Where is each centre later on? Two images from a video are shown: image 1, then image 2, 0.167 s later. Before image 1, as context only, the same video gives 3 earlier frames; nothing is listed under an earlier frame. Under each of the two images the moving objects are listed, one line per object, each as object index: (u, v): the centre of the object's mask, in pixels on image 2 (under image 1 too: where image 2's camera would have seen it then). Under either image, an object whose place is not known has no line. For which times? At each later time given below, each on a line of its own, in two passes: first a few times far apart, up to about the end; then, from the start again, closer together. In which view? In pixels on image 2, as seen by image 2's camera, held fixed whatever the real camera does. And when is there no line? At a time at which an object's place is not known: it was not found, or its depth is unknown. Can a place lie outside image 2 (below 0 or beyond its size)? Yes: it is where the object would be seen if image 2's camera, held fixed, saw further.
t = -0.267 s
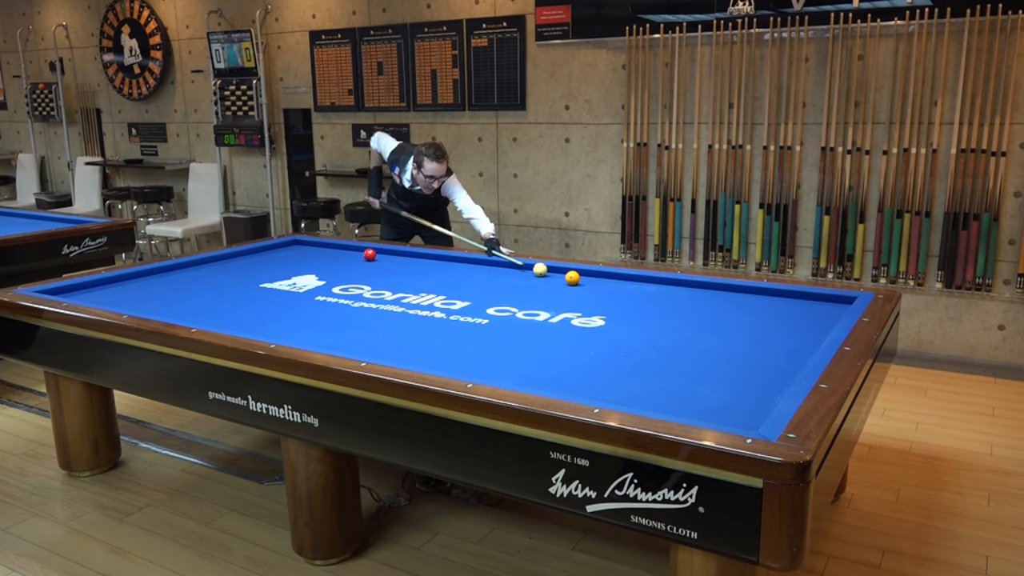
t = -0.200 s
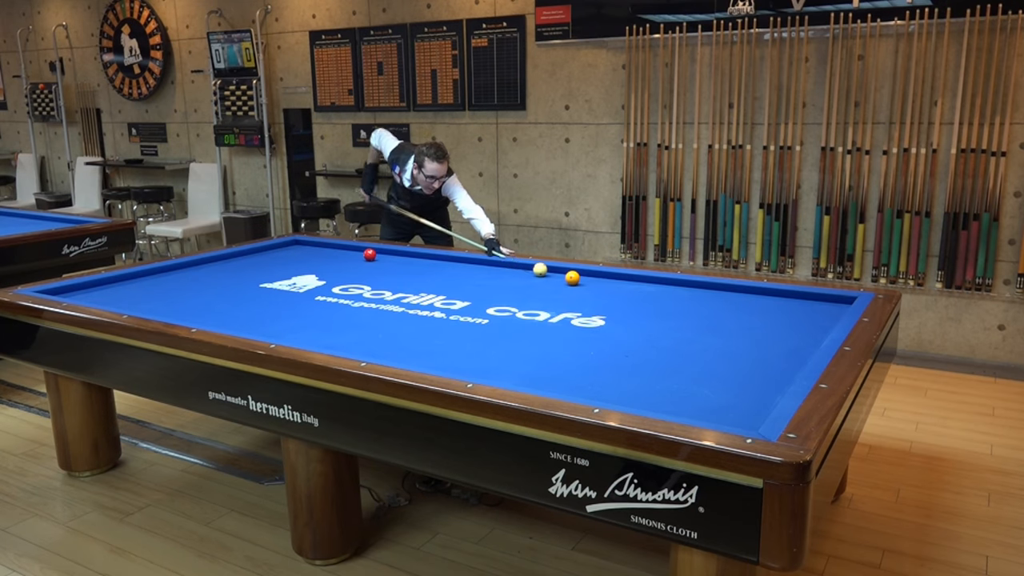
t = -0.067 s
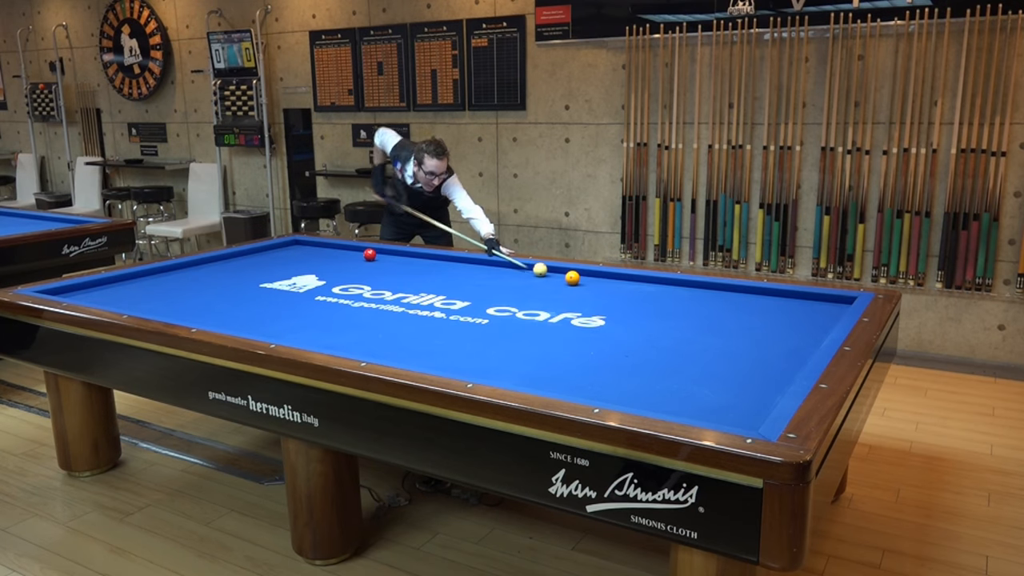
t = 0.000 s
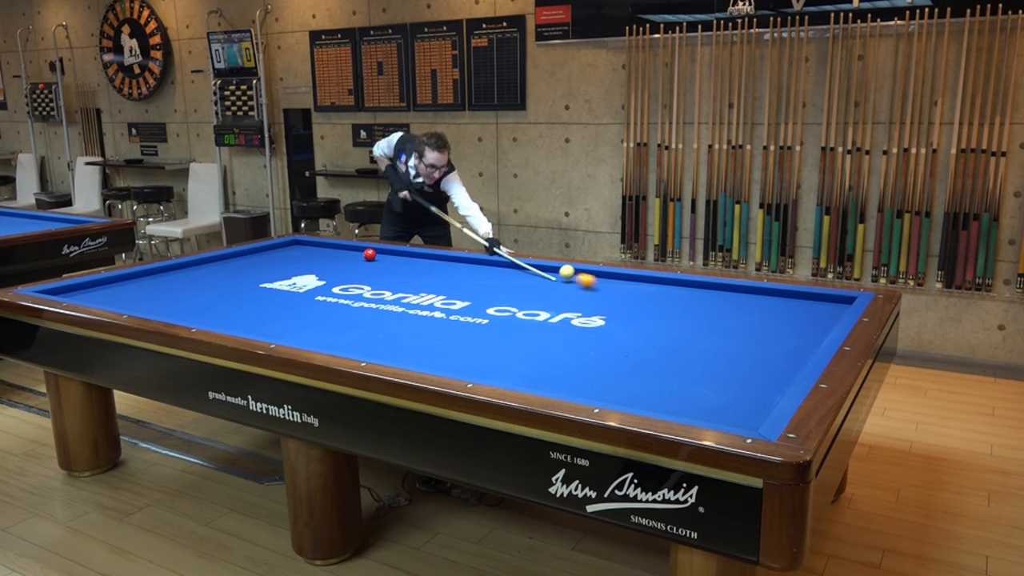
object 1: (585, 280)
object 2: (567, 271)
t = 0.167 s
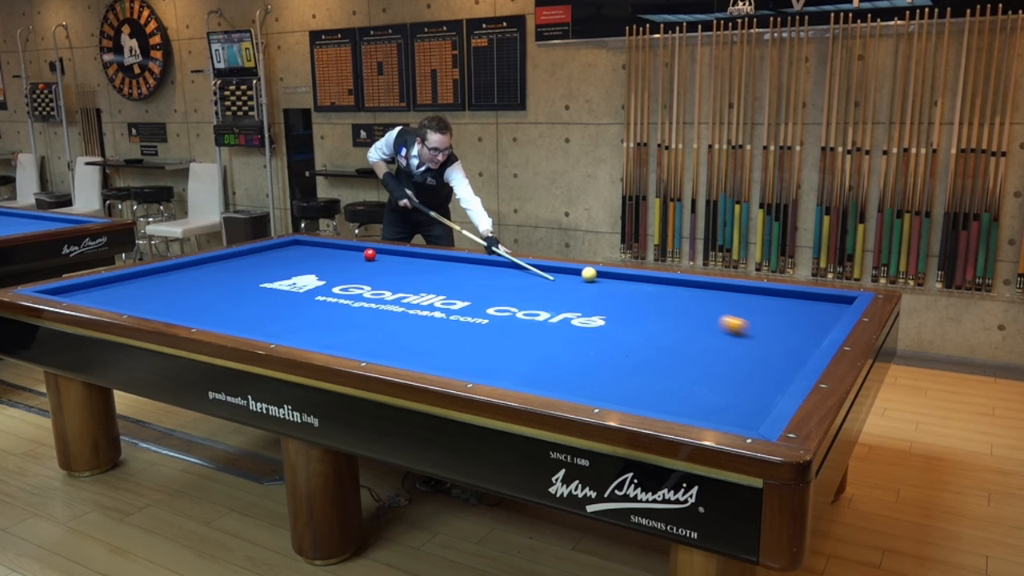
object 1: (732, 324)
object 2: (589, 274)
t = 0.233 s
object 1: (807, 347)
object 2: (596, 274)
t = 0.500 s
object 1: (531, 338)
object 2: (609, 277)
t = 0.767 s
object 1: (309, 331)
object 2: (600, 278)
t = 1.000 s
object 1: (199, 315)
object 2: (578, 275)
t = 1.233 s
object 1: (149, 294)
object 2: (545, 270)
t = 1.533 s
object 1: (144, 278)
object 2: (506, 264)
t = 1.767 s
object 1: (225, 278)
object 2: (476, 261)
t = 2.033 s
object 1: (302, 275)
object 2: (443, 258)
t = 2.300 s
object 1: (375, 272)
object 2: (412, 255)
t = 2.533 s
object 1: (435, 270)
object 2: (386, 253)
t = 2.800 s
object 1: (502, 267)
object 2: (358, 250)
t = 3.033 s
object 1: (545, 270)
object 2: (335, 248)
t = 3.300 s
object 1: (580, 280)
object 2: (310, 246)
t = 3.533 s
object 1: (614, 289)
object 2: (289, 244)
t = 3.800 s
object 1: (657, 300)
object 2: (294, 244)
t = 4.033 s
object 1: (698, 311)
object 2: (305, 244)
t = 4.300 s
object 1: (750, 325)
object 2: (318, 244)
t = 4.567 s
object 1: (808, 341)
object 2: (329, 245)
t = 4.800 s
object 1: (776, 346)
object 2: (336, 246)
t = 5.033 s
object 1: (736, 350)
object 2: (343, 247)
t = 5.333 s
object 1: (686, 356)
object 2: (351, 248)
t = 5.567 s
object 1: (645, 361)
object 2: (357, 249)
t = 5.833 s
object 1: (599, 366)
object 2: (363, 249)
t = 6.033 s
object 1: (563, 370)
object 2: (368, 248)
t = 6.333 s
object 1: (510, 374)
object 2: (378, 251)
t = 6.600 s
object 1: (478, 371)
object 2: (383, 253)
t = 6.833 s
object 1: (467, 365)
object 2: (389, 253)
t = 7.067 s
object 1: (458, 357)
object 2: (393, 254)
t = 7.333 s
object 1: (448, 349)
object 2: (398, 254)
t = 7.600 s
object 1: (439, 341)
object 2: (403, 255)
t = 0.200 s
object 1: (770, 335)
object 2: (593, 274)
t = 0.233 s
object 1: (807, 347)
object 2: (596, 274)
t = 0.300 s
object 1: (737, 345)
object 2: (603, 274)
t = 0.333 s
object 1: (700, 344)
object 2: (605, 274)
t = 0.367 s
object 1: (664, 343)
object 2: (607, 275)
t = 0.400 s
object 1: (629, 342)
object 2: (608, 275)
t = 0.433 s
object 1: (596, 340)
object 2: (608, 276)
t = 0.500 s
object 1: (531, 338)
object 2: (609, 277)
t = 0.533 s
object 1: (500, 338)
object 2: (609, 277)
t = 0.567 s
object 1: (470, 336)
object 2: (609, 277)
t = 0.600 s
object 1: (441, 335)
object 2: (608, 278)
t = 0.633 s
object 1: (413, 334)
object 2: (607, 278)
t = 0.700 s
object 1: (359, 333)
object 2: (604, 278)
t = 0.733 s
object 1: (333, 332)
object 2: (602, 278)
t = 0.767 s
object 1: (309, 331)
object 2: (600, 278)
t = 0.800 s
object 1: (284, 330)
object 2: (598, 277)
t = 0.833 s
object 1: (261, 328)
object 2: (595, 277)
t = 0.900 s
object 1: (220, 323)
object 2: (590, 277)
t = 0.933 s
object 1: (213, 320)
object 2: (586, 276)
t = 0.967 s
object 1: (206, 318)
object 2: (582, 276)
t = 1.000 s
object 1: (199, 315)
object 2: (578, 275)
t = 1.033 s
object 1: (192, 311)
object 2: (573, 274)
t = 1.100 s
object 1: (177, 305)
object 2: (564, 273)
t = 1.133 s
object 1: (170, 302)
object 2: (559, 272)
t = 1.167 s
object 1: (163, 299)
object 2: (555, 271)
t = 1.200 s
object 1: (156, 297)
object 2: (550, 271)
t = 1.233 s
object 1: (149, 294)
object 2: (545, 270)
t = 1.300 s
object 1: (136, 289)
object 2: (536, 269)
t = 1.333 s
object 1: (130, 286)
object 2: (532, 268)
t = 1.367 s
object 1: (124, 284)
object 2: (527, 267)
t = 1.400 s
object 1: (118, 281)
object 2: (523, 267)
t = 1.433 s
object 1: (112, 279)
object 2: (519, 266)
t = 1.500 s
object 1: (131, 278)
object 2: (510, 265)
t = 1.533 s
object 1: (144, 278)
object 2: (506, 264)
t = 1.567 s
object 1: (156, 278)
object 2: (502, 264)
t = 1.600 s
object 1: (168, 278)
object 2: (497, 263)
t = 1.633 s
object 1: (180, 278)
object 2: (493, 262)
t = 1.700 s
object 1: (204, 278)
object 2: (485, 261)
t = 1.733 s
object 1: (215, 278)
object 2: (480, 261)
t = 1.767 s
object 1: (225, 278)
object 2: (476, 261)
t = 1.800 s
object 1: (236, 277)
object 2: (472, 260)
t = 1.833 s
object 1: (246, 277)
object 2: (468, 260)
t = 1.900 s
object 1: (265, 276)
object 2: (459, 259)
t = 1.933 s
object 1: (275, 276)
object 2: (455, 259)
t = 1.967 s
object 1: (284, 275)
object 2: (451, 258)
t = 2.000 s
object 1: (293, 275)
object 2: (447, 258)
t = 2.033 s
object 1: (302, 275)
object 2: (443, 258)
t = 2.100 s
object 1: (321, 274)
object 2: (435, 257)
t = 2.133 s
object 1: (330, 274)
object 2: (431, 257)
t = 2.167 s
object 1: (338, 274)
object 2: (427, 256)
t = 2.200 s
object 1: (348, 273)
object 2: (423, 256)
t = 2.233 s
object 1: (357, 273)
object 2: (419, 256)
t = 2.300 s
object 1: (375, 272)
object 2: (412, 255)
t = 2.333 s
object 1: (383, 272)
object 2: (408, 255)
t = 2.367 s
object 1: (392, 272)
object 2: (404, 254)
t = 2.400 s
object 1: (401, 271)
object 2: (401, 254)
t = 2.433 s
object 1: (410, 271)
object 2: (397, 254)
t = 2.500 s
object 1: (427, 270)
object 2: (390, 253)
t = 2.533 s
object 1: (435, 270)
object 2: (386, 253)
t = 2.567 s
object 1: (444, 270)
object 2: (382, 252)
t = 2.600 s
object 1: (452, 269)
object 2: (379, 252)
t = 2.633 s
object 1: (461, 269)
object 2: (377, 251)
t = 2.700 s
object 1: (477, 268)
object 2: (367, 249)
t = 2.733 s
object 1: (486, 268)
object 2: (363, 250)
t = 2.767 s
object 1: (494, 267)
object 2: (360, 250)
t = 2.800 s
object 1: (502, 267)
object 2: (358, 250)
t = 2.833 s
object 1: (511, 267)
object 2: (354, 250)
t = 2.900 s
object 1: (527, 266)
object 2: (348, 249)
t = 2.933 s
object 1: (534, 266)
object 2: (344, 249)
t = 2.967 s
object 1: (537, 268)
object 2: (341, 249)
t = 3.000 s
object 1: (541, 269)
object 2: (338, 248)
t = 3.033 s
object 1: (545, 270)
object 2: (335, 248)
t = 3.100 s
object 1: (553, 273)
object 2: (328, 248)
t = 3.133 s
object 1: (558, 274)
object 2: (325, 248)
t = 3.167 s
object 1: (563, 275)
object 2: (322, 247)
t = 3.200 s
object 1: (567, 276)
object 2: (319, 247)
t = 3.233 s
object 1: (571, 277)
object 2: (316, 247)
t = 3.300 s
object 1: (580, 280)
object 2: (310, 246)
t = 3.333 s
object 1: (585, 281)
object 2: (307, 246)
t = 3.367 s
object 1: (590, 282)
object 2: (304, 245)
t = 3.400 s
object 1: (595, 283)
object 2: (301, 245)
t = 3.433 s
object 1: (599, 284)
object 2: (298, 245)
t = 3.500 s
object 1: (609, 287)
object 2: (292, 244)
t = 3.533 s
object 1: (614, 289)
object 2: (289, 244)
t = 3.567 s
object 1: (619, 290)
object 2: (286, 244)
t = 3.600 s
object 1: (625, 291)
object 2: (283, 244)
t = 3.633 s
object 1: (630, 293)
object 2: (284, 244)
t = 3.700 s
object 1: (640, 296)
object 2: (288, 244)
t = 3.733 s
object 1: (646, 297)
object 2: (291, 244)
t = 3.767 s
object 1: (651, 299)
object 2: (292, 244)
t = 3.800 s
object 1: (657, 300)
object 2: (294, 244)
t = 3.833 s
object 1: (663, 302)
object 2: (296, 244)
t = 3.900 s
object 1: (674, 305)
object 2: (299, 244)
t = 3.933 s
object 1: (680, 306)
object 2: (300, 244)
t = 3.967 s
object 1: (686, 308)
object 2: (302, 244)
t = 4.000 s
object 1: (692, 309)
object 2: (304, 244)
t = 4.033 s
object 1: (698, 311)
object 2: (305, 244)
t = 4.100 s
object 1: (710, 315)
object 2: (308, 244)
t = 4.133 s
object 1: (717, 316)
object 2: (310, 244)
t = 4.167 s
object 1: (723, 318)
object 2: (312, 244)
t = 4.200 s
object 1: (730, 319)
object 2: (313, 244)
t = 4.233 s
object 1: (736, 321)
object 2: (315, 244)
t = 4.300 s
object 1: (750, 325)
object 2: (318, 244)
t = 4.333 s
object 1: (757, 327)
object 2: (319, 244)
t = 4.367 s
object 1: (764, 329)
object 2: (321, 244)
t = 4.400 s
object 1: (771, 331)
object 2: (322, 244)
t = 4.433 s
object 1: (778, 333)
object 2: (324, 244)
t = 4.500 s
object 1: (793, 337)
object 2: (326, 244)
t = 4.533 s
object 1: (801, 339)
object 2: (328, 245)
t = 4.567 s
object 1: (808, 341)
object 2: (329, 245)
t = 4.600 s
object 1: (813, 342)
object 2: (330, 245)
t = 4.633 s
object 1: (807, 343)
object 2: (331, 245)
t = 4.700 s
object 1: (793, 344)
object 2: (333, 245)
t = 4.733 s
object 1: (787, 344)
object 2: (334, 245)
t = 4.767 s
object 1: (781, 345)
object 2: (335, 246)
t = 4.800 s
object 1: (776, 346)
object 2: (336, 246)
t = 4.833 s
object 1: (770, 346)
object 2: (337, 246)
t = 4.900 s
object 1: (759, 348)
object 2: (339, 246)
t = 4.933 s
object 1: (753, 349)
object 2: (340, 246)
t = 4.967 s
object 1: (747, 349)
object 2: (341, 247)
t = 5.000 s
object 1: (742, 350)
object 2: (342, 247)
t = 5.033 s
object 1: (736, 350)
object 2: (343, 247)
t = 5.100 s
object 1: (725, 352)
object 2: (344, 247)
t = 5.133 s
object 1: (719, 352)
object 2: (346, 247)
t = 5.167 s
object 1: (714, 353)
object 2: (347, 248)
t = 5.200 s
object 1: (708, 354)
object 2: (347, 248)
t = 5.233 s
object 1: (702, 354)
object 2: (348, 248)
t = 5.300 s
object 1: (691, 356)
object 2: (350, 248)
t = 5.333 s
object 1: (686, 356)
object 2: (351, 248)
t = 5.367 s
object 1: (680, 357)
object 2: (352, 248)
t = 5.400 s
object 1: (674, 358)
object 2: (353, 249)
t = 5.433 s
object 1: (668, 358)
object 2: (354, 249)
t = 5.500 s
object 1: (657, 359)
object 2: (355, 249)
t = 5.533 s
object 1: (651, 360)
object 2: (357, 249)
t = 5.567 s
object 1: (645, 361)
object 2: (357, 249)
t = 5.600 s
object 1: (639, 361)
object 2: (358, 249)
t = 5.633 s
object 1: (633, 362)
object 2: (359, 249)
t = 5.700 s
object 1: (622, 363)
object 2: (360, 249)
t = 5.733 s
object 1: (616, 364)
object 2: (361, 249)
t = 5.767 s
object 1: (610, 364)
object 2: (361, 249)
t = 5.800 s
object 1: (604, 365)
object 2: (362, 249)
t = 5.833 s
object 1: (599, 366)
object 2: (363, 249)
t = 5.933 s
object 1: (581, 368)
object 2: (365, 249)
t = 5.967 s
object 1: (575, 369)
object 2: (366, 249)
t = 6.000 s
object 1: (569, 369)
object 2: (367, 248)
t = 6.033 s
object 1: (563, 370)
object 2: (368, 248)
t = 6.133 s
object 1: (546, 372)
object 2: (373, 248)
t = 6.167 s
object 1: (540, 372)
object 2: (374, 249)
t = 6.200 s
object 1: (534, 373)
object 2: (374, 250)
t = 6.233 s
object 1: (528, 373)
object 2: (375, 250)
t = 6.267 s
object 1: (522, 374)
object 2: (376, 250)
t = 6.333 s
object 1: (510, 374)
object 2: (378, 251)
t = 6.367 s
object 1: (505, 374)
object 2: (378, 252)
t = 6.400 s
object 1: (499, 374)
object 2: (379, 252)
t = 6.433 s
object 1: (493, 374)
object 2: (379, 252)
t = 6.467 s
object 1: (487, 374)
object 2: (380, 252)
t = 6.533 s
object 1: (481, 372)
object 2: (381, 253)
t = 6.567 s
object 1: (480, 372)
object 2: (382, 253)
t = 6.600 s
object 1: (478, 371)
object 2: (383, 253)
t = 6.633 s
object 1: (476, 370)
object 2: (384, 253)
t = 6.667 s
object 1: (475, 369)
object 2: (384, 253)
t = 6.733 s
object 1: (472, 367)
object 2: (386, 253)
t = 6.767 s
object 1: (470, 367)
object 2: (387, 253)
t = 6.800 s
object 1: (469, 366)
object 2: (388, 253)
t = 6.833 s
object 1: (467, 365)
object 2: (389, 253)
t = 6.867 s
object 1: (466, 364)
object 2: (389, 253)
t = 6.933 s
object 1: (463, 361)
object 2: (391, 254)
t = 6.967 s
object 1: (462, 360)
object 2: (391, 254)
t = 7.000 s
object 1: (460, 359)
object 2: (392, 254)
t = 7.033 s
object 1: (459, 358)
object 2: (393, 254)
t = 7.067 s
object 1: (458, 357)
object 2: (393, 254)
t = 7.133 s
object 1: (455, 355)
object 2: (395, 254)
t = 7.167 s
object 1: (454, 354)
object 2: (395, 254)
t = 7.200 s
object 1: (453, 353)
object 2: (396, 254)
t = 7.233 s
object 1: (451, 352)
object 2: (397, 254)
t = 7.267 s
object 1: (450, 351)
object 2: (397, 254)
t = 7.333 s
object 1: (448, 349)
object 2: (398, 254)
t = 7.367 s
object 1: (447, 348)
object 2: (399, 254)
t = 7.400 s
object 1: (446, 347)
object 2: (400, 254)
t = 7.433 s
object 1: (445, 346)
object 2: (400, 255)
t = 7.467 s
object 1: (444, 345)
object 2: (401, 255)
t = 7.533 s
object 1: (441, 343)
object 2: (402, 255)
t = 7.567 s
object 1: (440, 342)
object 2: (403, 255)
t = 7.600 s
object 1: (439, 341)
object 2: (403, 255)
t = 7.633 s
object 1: (438, 340)
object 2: (404, 255)
